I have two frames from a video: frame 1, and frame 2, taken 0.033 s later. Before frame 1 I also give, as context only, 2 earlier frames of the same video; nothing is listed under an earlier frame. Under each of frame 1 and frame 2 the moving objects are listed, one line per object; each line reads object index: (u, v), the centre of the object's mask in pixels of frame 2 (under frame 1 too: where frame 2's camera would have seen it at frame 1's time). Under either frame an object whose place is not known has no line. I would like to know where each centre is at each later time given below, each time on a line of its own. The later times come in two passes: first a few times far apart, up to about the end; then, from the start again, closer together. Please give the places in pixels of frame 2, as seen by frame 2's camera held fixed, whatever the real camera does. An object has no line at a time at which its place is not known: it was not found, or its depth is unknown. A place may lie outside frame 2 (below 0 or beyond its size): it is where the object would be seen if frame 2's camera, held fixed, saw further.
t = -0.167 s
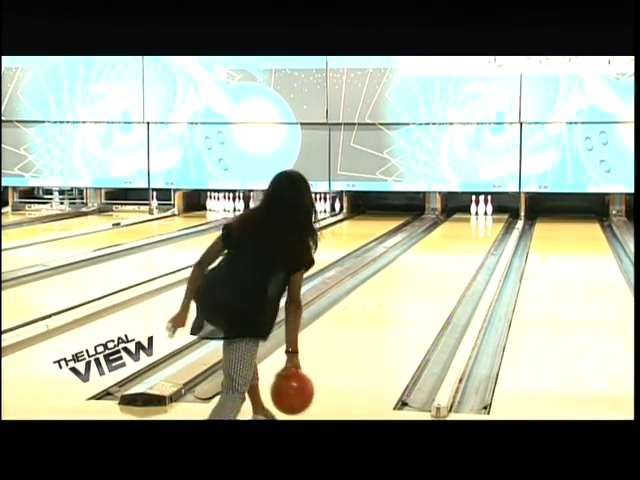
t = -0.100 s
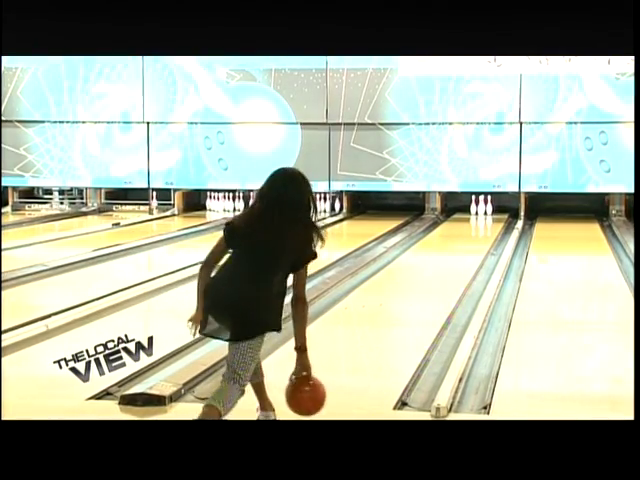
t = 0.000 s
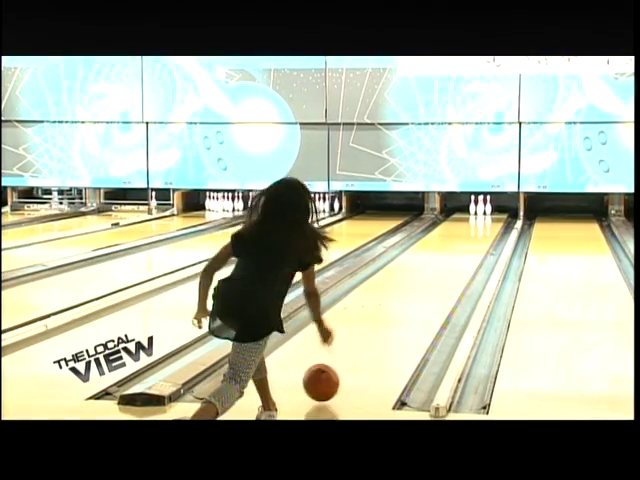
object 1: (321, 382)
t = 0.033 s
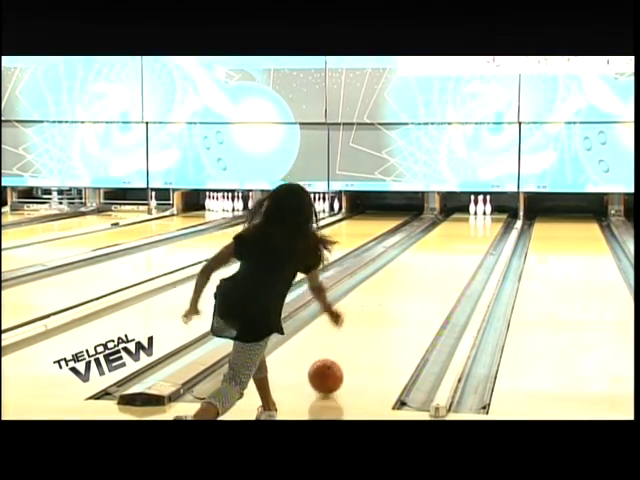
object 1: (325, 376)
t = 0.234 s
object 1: (347, 339)
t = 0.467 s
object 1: (364, 308)
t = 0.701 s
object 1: (380, 285)
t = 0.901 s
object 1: (390, 270)
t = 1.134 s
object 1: (400, 257)
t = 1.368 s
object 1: (408, 245)
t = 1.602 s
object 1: (415, 235)
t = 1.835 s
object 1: (418, 231)
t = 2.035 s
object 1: (426, 226)
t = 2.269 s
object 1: (434, 220)
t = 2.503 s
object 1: (442, 215)
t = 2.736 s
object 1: (448, 212)
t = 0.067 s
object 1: (330, 368)
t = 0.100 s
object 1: (334, 362)
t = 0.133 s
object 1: (338, 356)
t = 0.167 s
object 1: (341, 350)
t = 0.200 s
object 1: (344, 345)
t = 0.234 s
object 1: (347, 339)
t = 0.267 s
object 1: (349, 334)
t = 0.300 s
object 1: (350, 333)
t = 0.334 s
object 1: (357, 323)
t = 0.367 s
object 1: (356, 320)
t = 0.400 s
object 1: (359, 316)
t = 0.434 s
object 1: (362, 312)
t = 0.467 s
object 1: (364, 308)
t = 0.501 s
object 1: (366, 305)
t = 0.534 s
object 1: (369, 301)
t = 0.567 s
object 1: (371, 298)
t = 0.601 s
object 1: (373, 294)
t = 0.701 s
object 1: (380, 285)
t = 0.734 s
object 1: (381, 282)
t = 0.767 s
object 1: (384, 280)
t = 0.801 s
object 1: (385, 277)
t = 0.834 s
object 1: (387, 275)
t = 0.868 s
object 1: (388, 272)
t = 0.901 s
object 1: (390, 270)
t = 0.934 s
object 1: (391, 268)
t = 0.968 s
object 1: (393, 266)
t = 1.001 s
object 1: (395, 265)
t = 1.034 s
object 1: (396, 263)
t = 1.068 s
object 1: (397, 260)
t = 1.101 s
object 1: (399, 259)
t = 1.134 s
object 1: (400, 257)
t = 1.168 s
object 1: (401, 255)
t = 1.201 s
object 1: (402, 253)
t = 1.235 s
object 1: (404, 251)
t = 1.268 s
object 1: (404, 249)
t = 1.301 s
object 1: (406, 248)
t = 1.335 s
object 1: (407, 246)
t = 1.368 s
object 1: (408, 245)
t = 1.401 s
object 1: (409, 244)
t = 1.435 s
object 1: (410, 242)
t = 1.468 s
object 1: (411, 241)
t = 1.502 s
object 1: (412, 239)
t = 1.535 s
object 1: (413, 238)
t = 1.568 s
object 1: (414, 237)
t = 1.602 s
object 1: (415, 235)
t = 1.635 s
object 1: (416, 234)
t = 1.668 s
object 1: (417, 233)
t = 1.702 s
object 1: (417, 233)
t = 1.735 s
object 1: (418, 232)
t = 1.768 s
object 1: (418, 231)
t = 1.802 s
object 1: (418, 231)
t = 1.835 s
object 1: (418, 231)
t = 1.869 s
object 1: (420, 230)
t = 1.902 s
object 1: (421, 229)
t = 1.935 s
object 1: (423, 228)
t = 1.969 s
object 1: (424, 228)
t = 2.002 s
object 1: (425, 227)
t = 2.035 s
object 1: (426, 226)
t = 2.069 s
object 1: (427, 225)
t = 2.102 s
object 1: (429, 224)
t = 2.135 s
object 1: (430, 223)
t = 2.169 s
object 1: (431, 223)
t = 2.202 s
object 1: (432, 222)
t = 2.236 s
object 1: (433, 221)
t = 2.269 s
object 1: (434, 220)
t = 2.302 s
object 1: (435, 220)
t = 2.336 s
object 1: (437, 219)
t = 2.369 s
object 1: (437, 218)
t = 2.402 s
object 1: (439, 217)
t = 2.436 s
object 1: (440, 217)
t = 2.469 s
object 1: (441, 216)
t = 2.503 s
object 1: (442, 215)
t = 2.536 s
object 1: (443, 215)
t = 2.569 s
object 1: (444, 214)
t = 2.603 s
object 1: (446, 212)
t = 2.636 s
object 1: (447, 212)
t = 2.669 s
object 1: (447, 212)
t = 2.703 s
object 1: (448, 212)
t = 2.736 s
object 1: (448, 212)
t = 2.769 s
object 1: (448, 211)
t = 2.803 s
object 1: (449, 211)
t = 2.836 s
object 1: (450, 211)
